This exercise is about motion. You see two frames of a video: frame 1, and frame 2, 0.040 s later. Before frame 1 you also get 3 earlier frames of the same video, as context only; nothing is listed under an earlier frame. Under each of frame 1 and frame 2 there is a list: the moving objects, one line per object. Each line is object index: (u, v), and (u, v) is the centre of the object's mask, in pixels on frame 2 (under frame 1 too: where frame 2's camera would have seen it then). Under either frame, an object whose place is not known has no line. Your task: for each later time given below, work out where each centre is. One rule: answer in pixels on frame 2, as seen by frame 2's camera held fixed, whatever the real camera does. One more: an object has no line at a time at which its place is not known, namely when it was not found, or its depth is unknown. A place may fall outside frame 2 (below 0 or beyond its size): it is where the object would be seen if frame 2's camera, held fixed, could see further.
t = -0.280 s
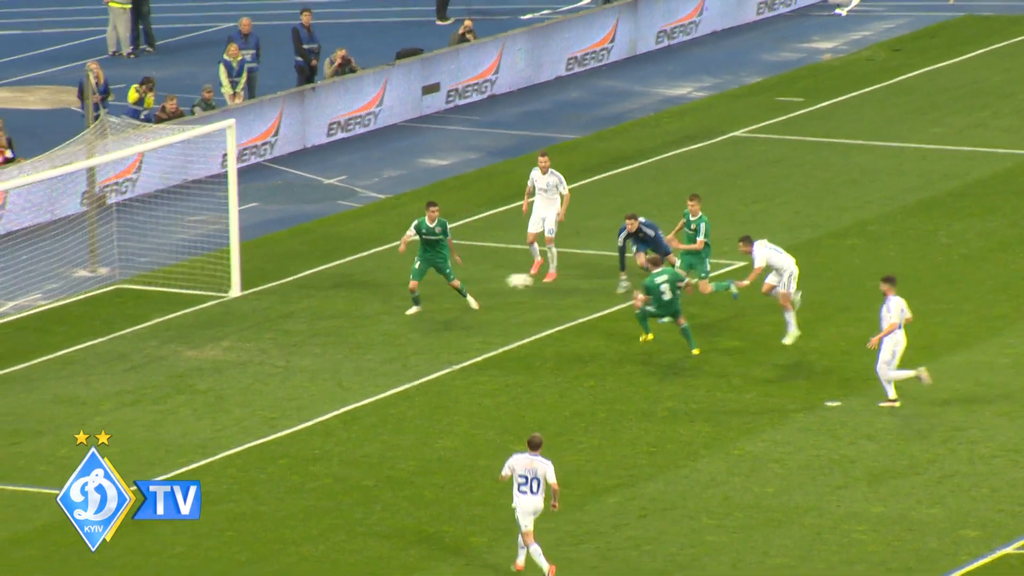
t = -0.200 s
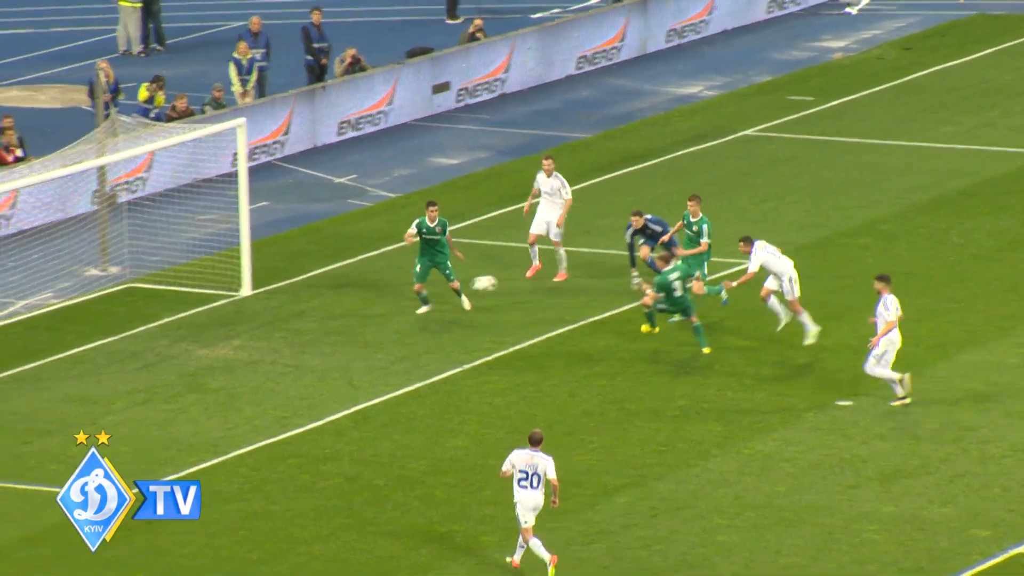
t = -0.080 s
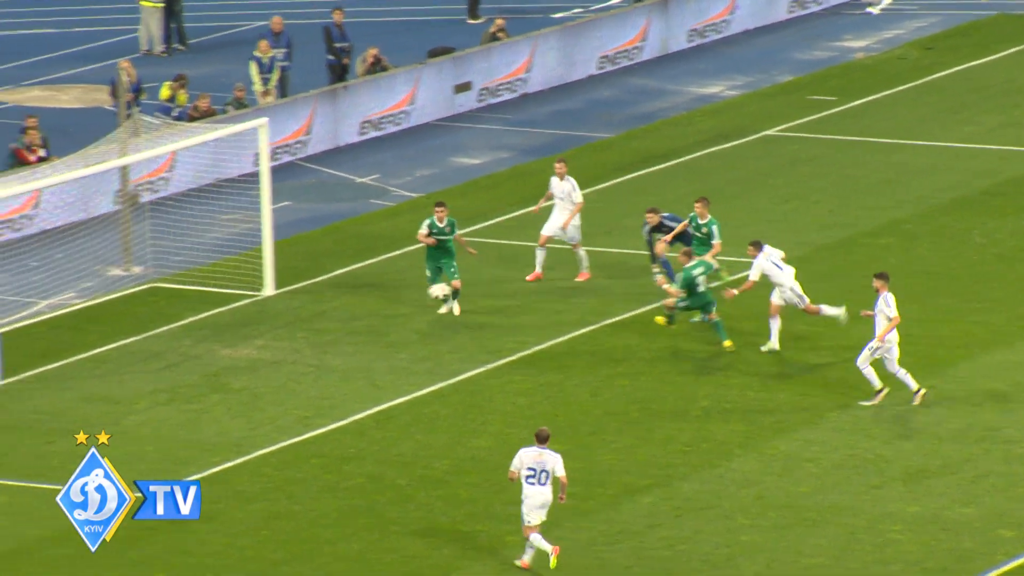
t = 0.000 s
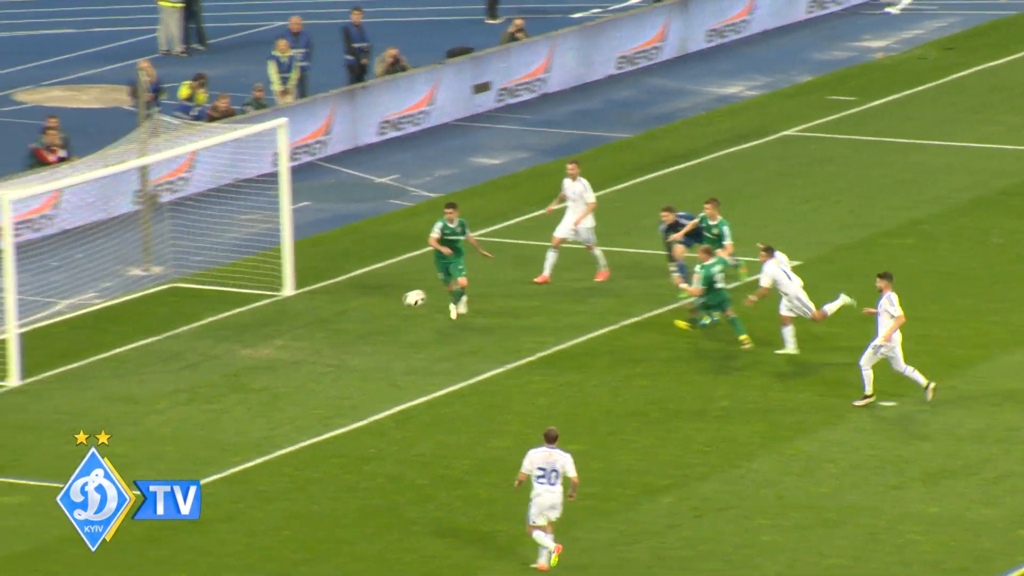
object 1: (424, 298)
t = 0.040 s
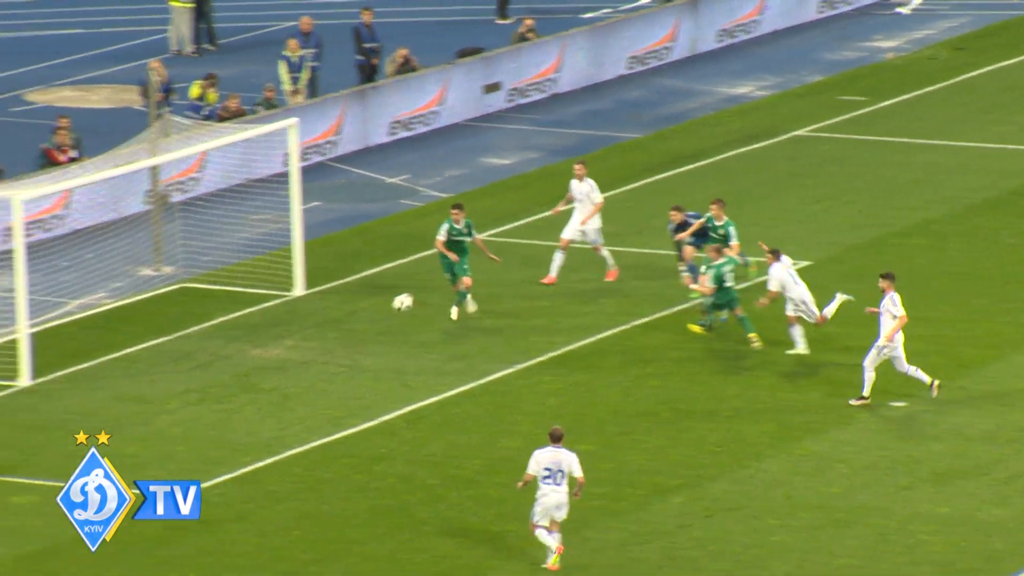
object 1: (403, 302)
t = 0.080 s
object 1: (381, 306)
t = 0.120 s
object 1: (360, 310)
